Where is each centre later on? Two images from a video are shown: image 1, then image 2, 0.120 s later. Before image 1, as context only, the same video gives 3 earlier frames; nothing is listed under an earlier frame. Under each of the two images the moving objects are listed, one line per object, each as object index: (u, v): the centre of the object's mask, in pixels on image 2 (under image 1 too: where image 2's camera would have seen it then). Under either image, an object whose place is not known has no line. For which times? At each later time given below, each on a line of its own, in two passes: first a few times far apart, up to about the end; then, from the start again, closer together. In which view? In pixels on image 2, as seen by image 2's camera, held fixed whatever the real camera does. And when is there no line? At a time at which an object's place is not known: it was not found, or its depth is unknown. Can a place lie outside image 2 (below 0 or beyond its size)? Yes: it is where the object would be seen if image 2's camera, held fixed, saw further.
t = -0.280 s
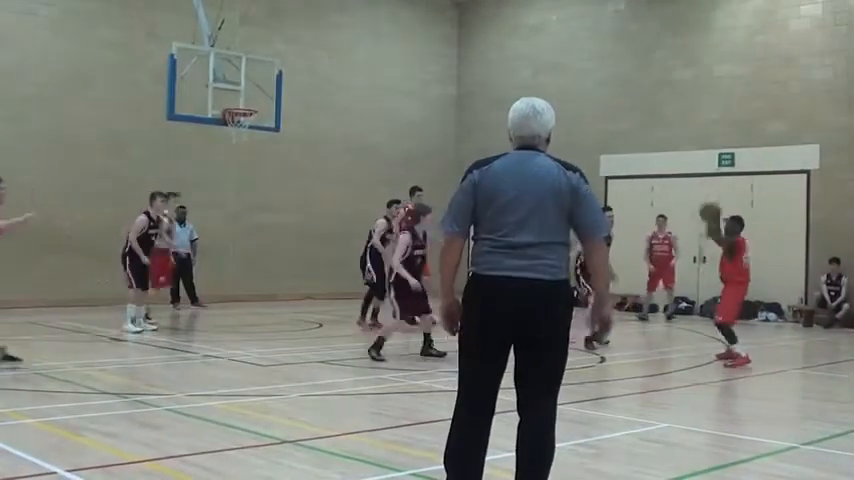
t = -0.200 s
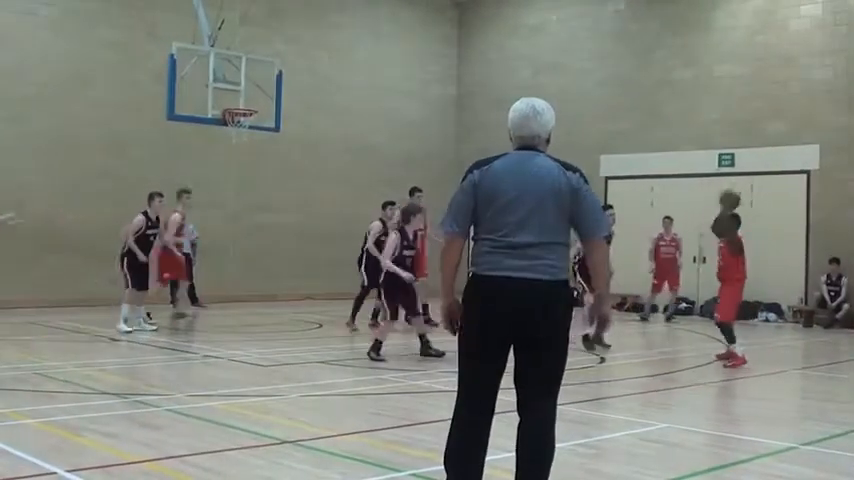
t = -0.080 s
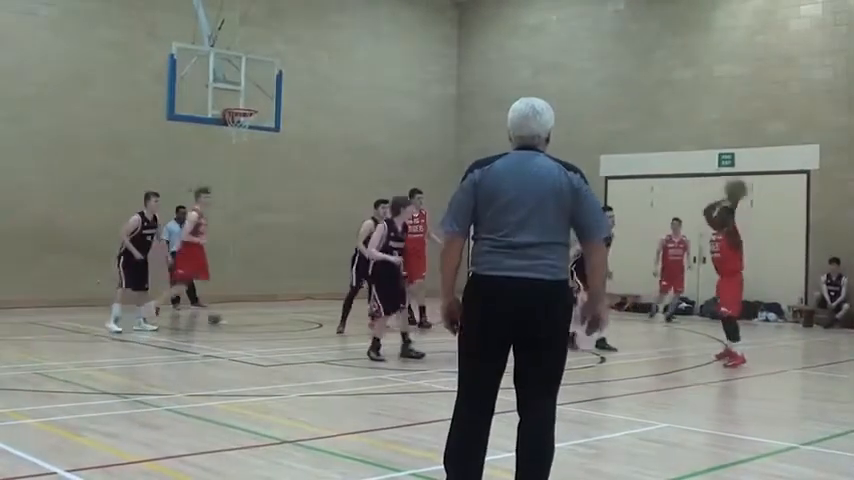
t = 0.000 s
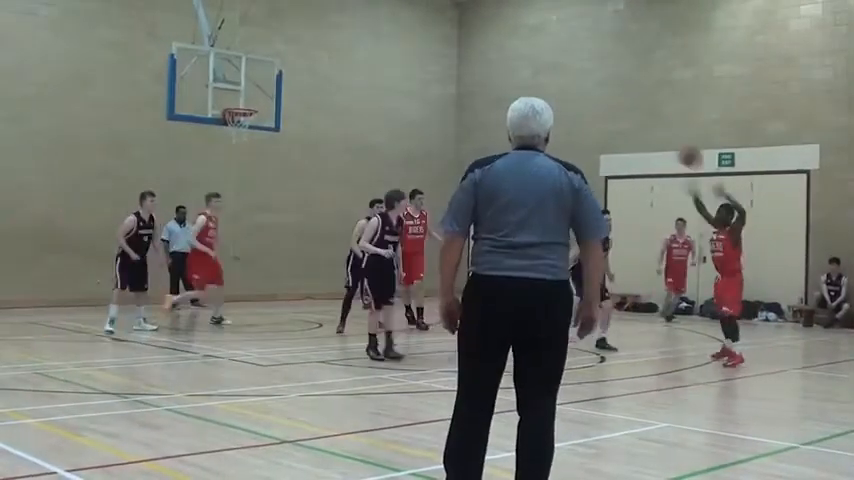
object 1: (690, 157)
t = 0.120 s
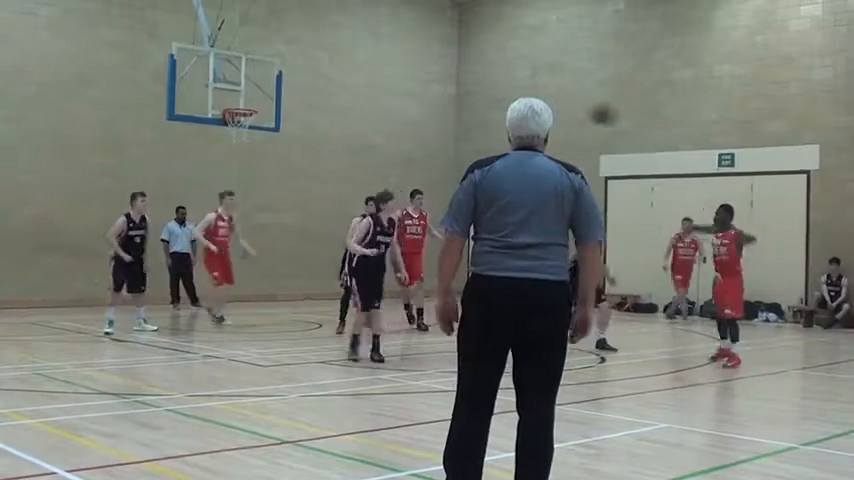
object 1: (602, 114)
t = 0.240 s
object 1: (509, 83)
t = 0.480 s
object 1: (310, 61)
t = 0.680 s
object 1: (139, 90)
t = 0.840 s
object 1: (-6, 143)
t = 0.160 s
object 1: (572, 102)
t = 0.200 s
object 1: (542, 91)
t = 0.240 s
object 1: (509, 83)
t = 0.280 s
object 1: (478, 77)
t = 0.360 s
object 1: (413, 65)
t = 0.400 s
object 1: (378, 62)
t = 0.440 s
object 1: (344, 61)
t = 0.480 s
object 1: (310, 61)
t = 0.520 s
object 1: (275, 63)
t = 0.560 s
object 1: (243, 67)
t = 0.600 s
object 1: (207, 74)
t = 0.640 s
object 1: (173, 80)
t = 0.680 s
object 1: (139, 90)
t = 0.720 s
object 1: (104, 100)
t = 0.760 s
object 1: (67, 113)
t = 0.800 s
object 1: (30, 127)
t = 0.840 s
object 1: (-6, 143)
